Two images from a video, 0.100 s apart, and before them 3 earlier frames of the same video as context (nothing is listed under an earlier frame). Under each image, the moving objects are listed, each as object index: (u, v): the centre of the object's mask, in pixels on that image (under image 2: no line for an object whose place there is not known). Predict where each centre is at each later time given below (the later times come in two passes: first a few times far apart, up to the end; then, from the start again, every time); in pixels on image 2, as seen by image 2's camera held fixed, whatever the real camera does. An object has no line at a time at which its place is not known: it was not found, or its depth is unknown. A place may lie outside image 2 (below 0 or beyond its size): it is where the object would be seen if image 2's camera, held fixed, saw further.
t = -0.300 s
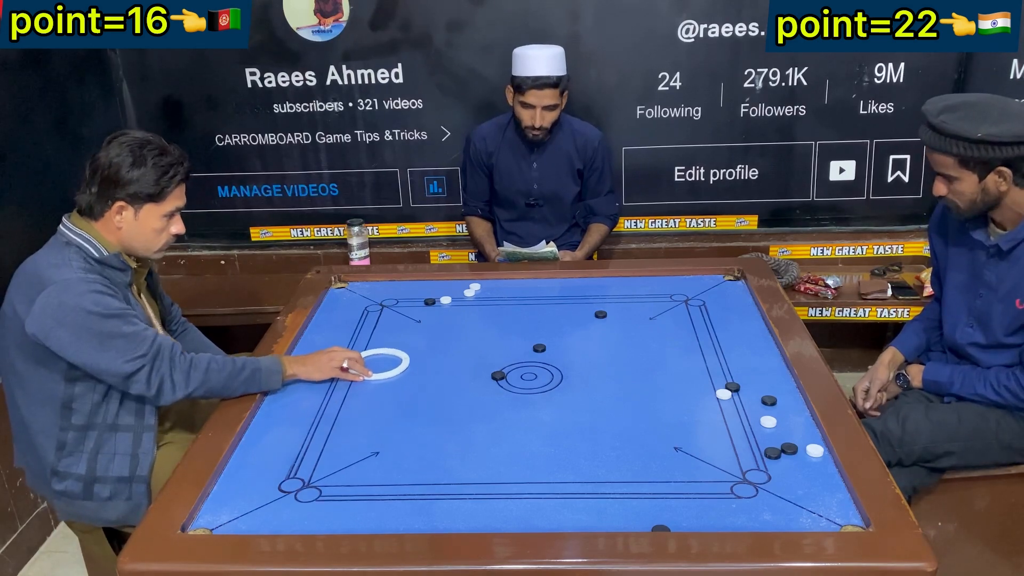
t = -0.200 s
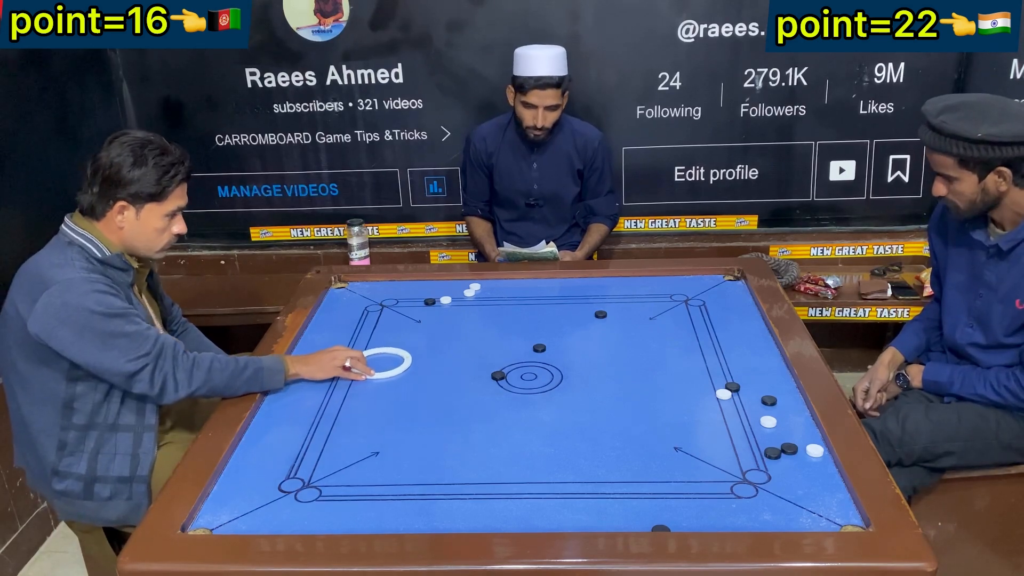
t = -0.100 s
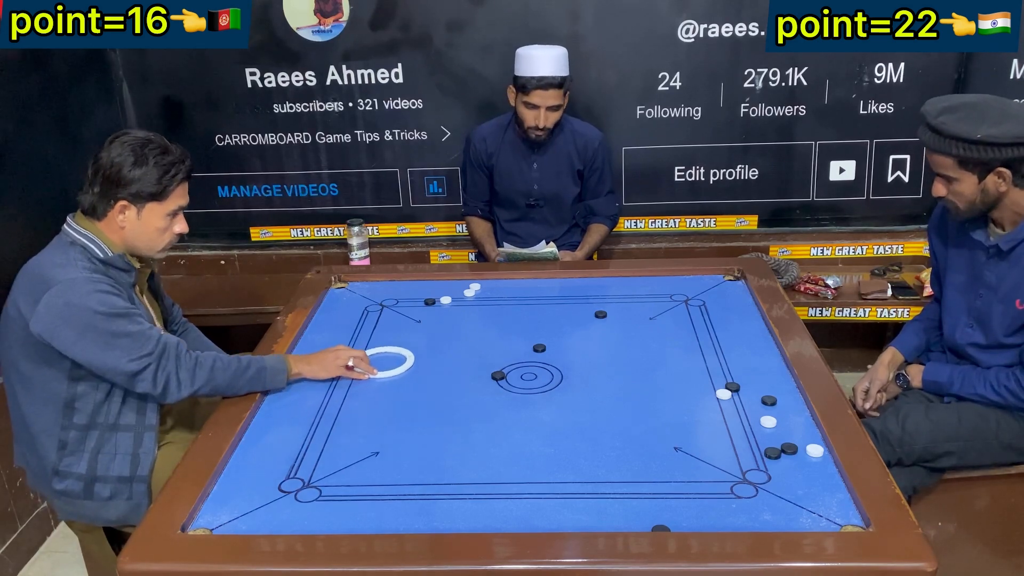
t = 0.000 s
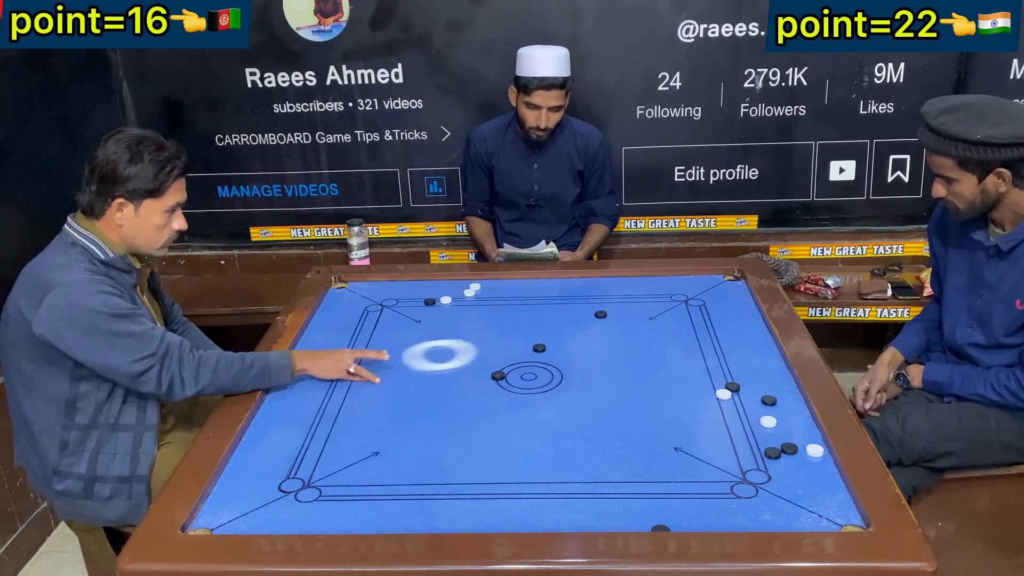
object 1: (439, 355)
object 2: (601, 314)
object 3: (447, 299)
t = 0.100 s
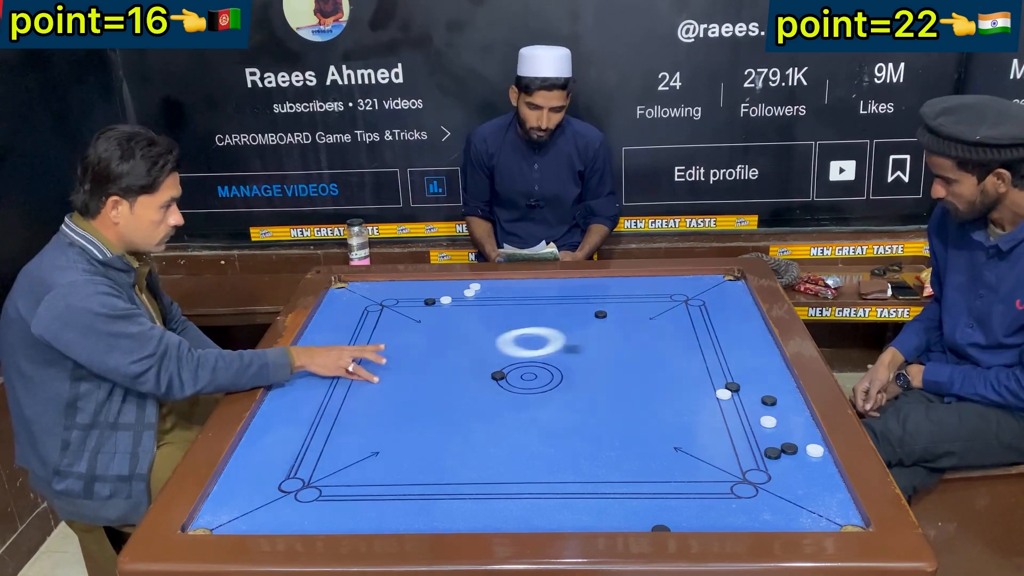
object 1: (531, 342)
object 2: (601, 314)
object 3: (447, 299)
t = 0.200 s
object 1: (607, 330)
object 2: (601, 313)
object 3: (447, 299)
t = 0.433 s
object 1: (695, 311)
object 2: (603, 291)
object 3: (447, 299)
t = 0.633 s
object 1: (581, 306)
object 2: (604, 278)
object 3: (447, 299)
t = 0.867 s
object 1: (466, 302)
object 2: (608, 282)
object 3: (433, 297)
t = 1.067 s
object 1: (401, 302)
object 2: (610, 285)
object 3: (367, 282)
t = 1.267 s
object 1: (351, 304)
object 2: (611, 288)
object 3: (341, 288)
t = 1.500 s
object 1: (400, 308)
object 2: (611, 289)
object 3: (364, 289)
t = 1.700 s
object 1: (441, 311)
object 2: (611, 289)
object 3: (390, 289)
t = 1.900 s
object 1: (478, 315)
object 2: (611, 289)
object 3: (413, 290)
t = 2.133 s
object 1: (519, 318)
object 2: (611, 289)
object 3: (438, 292)
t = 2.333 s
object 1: (550, 321)
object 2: (611, 289)
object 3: (458, 293)
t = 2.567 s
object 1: (582, 324)
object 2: (611, 289)
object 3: (477, 294)
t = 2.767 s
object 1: (606, 327)
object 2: (611, 289)
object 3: (491, 296)
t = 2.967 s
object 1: (626, 329)
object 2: (611, 289)
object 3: (502, 297)
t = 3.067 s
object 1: (635, 330)
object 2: (611, 289)
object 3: (507, 298)
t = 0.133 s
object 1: (557, 338)
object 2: (601, 314)
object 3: (447, 299)
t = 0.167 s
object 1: (582, 334)
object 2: (601, 314)
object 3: (447, 299)
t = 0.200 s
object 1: (607, 330)
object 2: (601, 313)
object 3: (447, 299)
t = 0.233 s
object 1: (632, 326)
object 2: (601, 310)
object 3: (447, 299)
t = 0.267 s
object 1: (656, 323)
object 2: (601, 307)
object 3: (447, 299)
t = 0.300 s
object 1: (680, 320)
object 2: (602, 303)
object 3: (447, 299)
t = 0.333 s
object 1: (704, 316)
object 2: (602, 300)
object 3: (447, 299)
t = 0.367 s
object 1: (727, 313)
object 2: (603, 297)
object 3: (447, 299)
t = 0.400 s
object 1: (715, 312)
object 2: (603, 294)
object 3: (447, 299)
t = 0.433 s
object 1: (695, 311)
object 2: (603, 291)
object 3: (447, 299)
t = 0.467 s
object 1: (675, 310)
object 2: (603, 288)
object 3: (447, 299)
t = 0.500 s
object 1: (656, 309)
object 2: (603, 286)
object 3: (447, 299)
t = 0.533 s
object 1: (637, 308)
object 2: (604, 283)
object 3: (447, 299)
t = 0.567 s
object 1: (618, 308)
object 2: (604, 280)
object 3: (447, 299)
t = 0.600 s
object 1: (599, 307)
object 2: (604, 279)
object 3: (447, 299)
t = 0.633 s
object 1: (581, 306)
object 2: (604, 278)
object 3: (447, 299)
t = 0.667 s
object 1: (563, 305)
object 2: (605, 279)
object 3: (447, 299)
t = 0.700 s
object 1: (545, 305)
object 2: (606, 279)
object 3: (447, 299)
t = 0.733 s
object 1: (528, 304)
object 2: (606, 280)
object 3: (447, 299)
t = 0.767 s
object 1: (510, 303)
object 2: (607, 280)
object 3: (447, 299)
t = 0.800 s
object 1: (493, 302)
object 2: (607, 281)
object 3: (447, 299)
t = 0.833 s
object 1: (478, 302)
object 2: (608, 282)
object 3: (445, 300)
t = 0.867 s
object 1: (466, 302)
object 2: (608, 282)
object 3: (433, 297)
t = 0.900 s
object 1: (454, 302)
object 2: (608, 283)
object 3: (422, 294)
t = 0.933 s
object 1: (444, 302)
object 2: (609, 283)
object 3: (410, 291)
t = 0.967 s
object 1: (433, 302)
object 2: (609, 284)
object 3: (399, 289)
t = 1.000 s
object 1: (422, 302)
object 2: (609, 284)
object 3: (388, 287)
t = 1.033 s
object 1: (411, 302)
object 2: (610, 285)
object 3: (377, 284)
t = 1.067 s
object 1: (401, 302)
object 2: (610, 285)
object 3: (367, 282)
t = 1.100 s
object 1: (391, 302)
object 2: (610, 286)
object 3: (356, 283)
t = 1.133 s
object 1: (380, 302)
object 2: (610, 286)
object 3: (345, 284)
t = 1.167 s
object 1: (370, 302)
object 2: (611, 287)
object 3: (339, 285)
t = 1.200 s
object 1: (360, 303)
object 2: (611, 287)
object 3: (342, 285)
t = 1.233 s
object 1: (350, 303)
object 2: (611, 287)
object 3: (342, 286)
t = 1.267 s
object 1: (351, 304)
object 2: (611, 288)
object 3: (341, 288)
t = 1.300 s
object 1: (359, 304)
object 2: (611, 288)
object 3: (335, 288)
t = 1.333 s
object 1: (366, 305)
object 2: (611, 288)
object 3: (340, 288)
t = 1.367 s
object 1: (373, 306)
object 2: (611, 288)
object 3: (345, 288)
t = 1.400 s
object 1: (380, 306)
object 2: (611, 288)
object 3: (350, 288)
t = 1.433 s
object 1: (387, 307)
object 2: (611, 289)
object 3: (355, 289)
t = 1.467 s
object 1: (394, 307)
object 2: (611, 289)
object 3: (360, 289)
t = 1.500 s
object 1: (400, 308)
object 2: (611, 289)
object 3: (364, 289)
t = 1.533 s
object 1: (407, 308)
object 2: (611, 289)
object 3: (369, 289)
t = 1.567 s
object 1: (414, 309)
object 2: (611, 289)
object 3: (373, 289)
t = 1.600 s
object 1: (421, 310)
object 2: (611, 289)
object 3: (377, 289)
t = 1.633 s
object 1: (427, 310)
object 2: (611, 289)
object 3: (382, 289)
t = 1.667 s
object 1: (434, 311)
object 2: (611, 289)
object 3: (386, 289)
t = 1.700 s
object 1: (441, 311)
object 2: (611, 289)
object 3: (390, 289)
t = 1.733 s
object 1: (447, 312)
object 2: (611, 289)
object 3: (394, 290)
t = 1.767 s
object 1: (453, 313)
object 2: (611, 289)
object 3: (398, 290)
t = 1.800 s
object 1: (460, 313)
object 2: (611, 289)
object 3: (402, 290)
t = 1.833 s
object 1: (466, 314)
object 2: (611, 289)
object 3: (406, 290)
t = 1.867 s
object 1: (472, 314)
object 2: (611, 289)
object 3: (410, 290)
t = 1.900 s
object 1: (478, 315)
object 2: (611, 289)
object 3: (413, 290)
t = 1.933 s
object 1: (484, 315)
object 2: (611, 289)
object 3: (417, 290)
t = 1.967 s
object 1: (490, 316)
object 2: (611, 289)
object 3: (421, 291)
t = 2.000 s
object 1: (496, 316)
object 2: (611, 289)
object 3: (424, 291)
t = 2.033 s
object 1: (502, 317)
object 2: (611, 289)
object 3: (428, 291)
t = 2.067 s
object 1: (508, 317)
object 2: (611, 289)
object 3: (431, 291)
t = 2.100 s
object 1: (513, 318)
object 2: (611, 289)
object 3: (435, 291)
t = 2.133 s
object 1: (519, 318)
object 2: (611, 289)
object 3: (438, 292)
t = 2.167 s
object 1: (524, 319)
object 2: (611, 289)
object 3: (442, 292)
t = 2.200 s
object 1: (529, 319)
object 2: (611, 289)
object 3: (445, 292)
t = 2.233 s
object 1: (534, 320)
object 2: (611, 289)
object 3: (449, 292)
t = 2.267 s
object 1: (540, 320)
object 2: (611, 289)
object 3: (452, 292)
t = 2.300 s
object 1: (545, 321)
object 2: (611, 289)
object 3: (455, 292)
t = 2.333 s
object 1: (550, 321)
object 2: (611, 289)
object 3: (458, 293)
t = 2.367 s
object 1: (555, 322)
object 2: (611, 289)
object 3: (460, 293)
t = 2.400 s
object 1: (559, 322)
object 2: (611, 289)
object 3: (463, 293)
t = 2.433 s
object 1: (564, 322)
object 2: (611, 289)
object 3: (466, 294)
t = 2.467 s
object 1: (569, 323)
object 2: (611, 289)
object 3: (469, 294)
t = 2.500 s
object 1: (573, 323)
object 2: (611, 289)
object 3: (472, 294)
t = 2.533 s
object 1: (578, 324)
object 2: (611, 289)
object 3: (474, 294)
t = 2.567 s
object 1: (582, 324)
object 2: (611, 289)
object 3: (477, 294)
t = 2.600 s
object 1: (587, 325)
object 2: (611, 289)
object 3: (480, 295)
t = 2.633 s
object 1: (591, 325)
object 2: (611, 289)
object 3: (482, 295)
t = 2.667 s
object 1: (595, 326)
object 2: (611, 289)
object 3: (485, 295)
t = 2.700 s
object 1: (599, 326)
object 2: (611, 289)
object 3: (487, 295)
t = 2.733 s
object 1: (603, 326)
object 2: (611, 289)
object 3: (489, 295)
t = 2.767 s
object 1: (606, 327)
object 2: (611, 289)
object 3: (491, 296)
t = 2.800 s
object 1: (610, 327)
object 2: (611, 289)
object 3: (493, 296)
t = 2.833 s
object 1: (614, 327)
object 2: (611, 289)
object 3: (495, 296)
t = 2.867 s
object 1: (617, 328)
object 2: (611, 289)
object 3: (497, 296)
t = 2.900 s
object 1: (620, 328)
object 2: (611, 289)
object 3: (499, 296)
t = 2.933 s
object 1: (623, 328)
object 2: (611, 289)
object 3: (501, 297)
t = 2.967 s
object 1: (626, 329)
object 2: (611, 289)
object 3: (502, 297)
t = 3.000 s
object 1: (629, 329)
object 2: (611, 289)
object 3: (504, 297)
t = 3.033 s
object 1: (632, 329)
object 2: (611, 289)
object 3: (506, 297)
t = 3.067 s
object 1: (635, 330)
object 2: (611, 289)
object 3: (507, 298)
